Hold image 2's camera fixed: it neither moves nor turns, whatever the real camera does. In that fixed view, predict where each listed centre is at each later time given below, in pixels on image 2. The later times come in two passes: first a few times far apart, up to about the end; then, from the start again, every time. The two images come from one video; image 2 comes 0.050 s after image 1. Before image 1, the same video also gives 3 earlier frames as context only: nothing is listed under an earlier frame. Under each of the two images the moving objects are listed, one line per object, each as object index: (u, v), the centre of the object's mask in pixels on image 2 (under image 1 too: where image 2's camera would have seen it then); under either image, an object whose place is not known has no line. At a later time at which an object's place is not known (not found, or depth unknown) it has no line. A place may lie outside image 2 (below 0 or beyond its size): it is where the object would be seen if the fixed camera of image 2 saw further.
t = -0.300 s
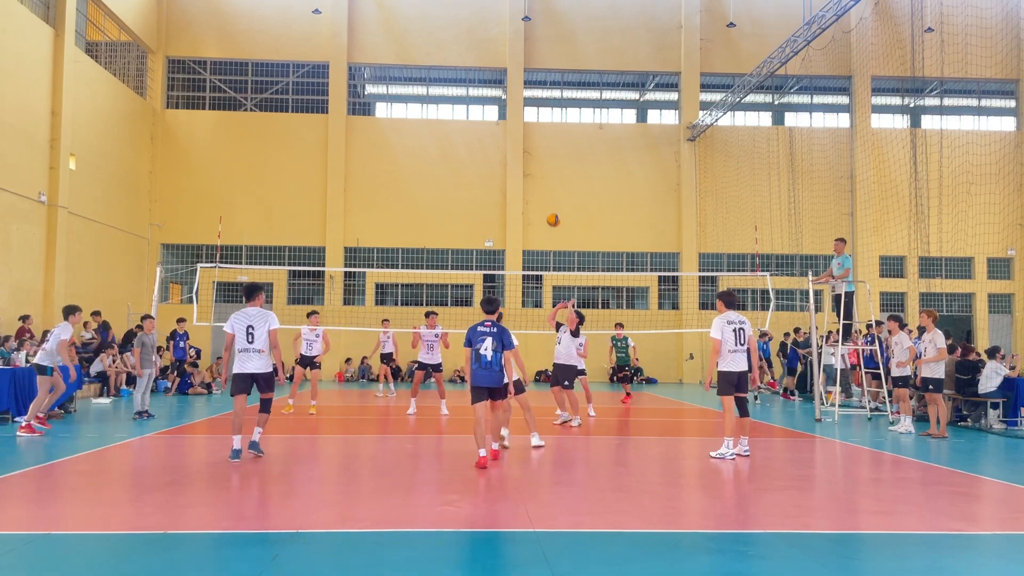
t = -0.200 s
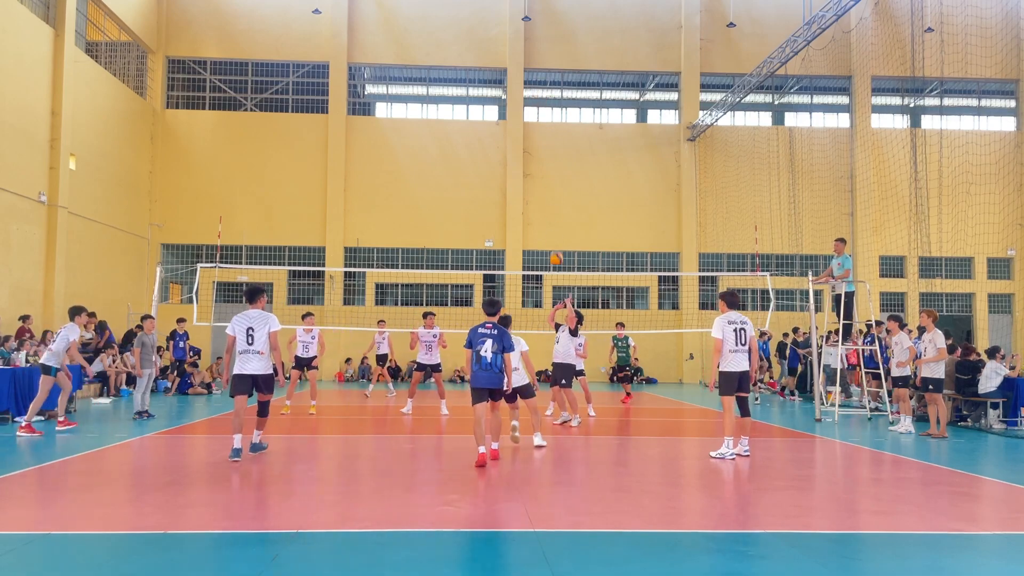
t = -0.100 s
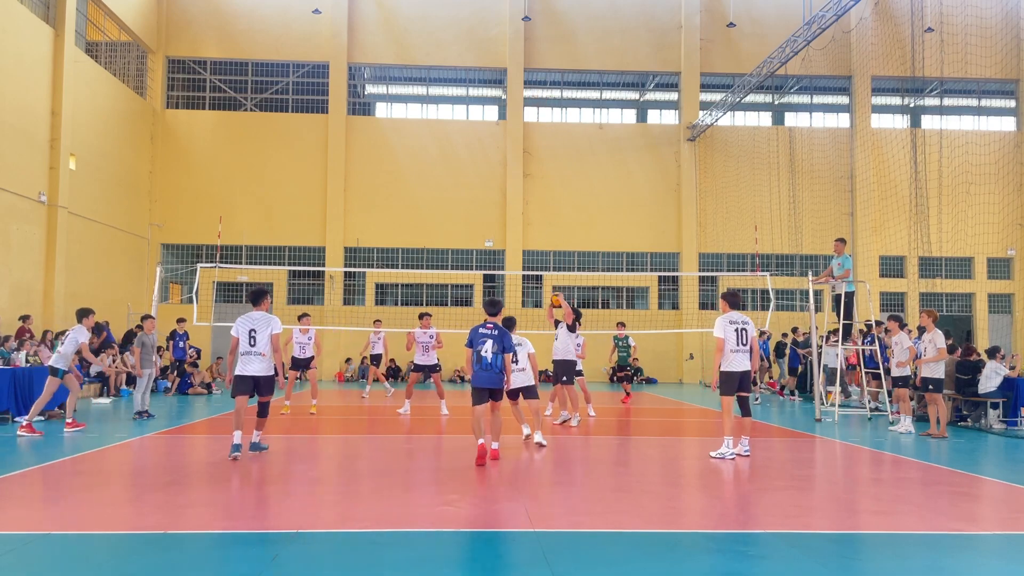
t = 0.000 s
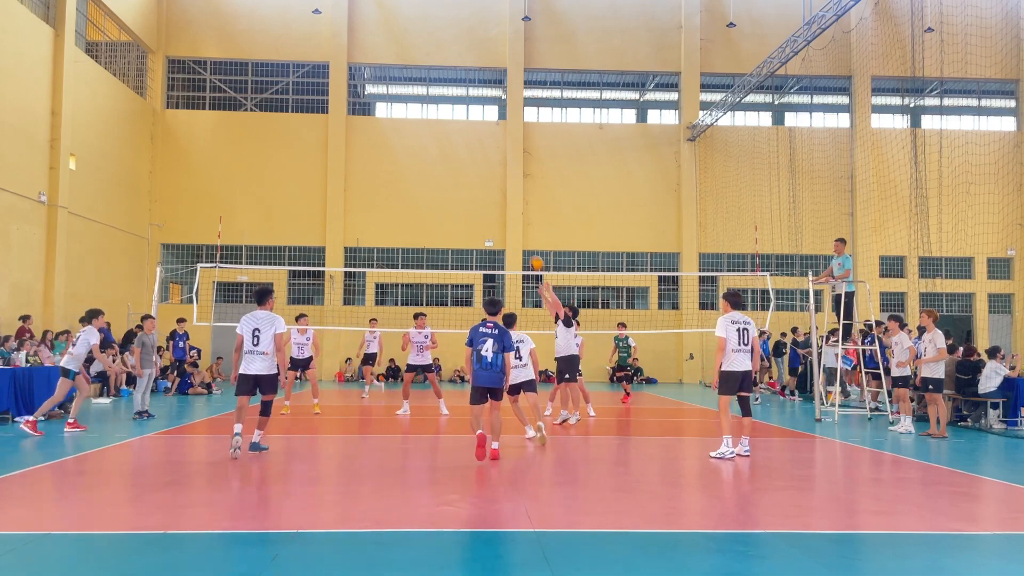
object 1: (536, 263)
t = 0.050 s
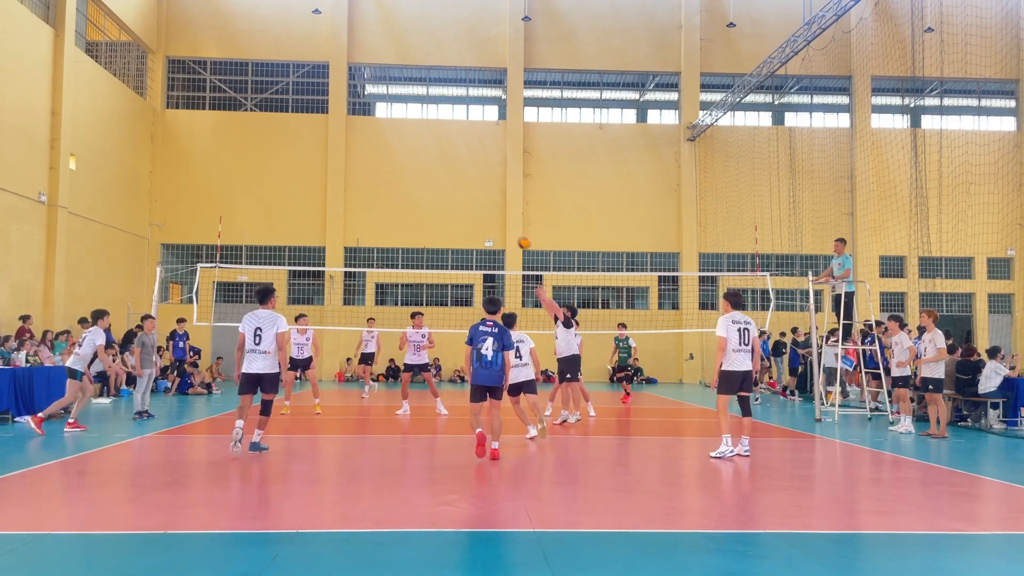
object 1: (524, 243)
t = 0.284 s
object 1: (467, 171)
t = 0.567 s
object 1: (400, 133)
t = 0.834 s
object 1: (339, 144)
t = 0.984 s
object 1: (305, 169)
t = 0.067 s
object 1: (520, 236)
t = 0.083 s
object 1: (516, 230)
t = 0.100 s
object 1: (511, 224)
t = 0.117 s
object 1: (507, 219)
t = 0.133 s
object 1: (503, 213)
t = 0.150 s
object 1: (499, 207)
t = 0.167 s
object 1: (496, 202)
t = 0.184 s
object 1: (491, 197)
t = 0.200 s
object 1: (487, 192)
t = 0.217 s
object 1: (483, 188)
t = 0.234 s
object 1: (479, 183)
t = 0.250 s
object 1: (475, 179)
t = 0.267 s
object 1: (471, 175)
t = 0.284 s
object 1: (467, 171)
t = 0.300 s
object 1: (463, 168)
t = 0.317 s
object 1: (459, 164)
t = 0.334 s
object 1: (455, 161)
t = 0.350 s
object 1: (451, 158)
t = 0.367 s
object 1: (447, 155)
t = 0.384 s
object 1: (443, 152)
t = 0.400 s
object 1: (439, 149)
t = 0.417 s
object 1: (435, 147)
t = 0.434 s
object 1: (432, 145)
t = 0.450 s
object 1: (427, 143)
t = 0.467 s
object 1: (423, 141)
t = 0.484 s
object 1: (420, 139)
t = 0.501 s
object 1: (416, 137)
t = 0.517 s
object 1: (411, 136)
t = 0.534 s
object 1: (408, 135)
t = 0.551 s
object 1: (404, 134)
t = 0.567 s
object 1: (400, 133)
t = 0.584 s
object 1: (396, 133)
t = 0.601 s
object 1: (392, 132)
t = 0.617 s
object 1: (388, 132)
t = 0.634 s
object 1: (385, 132)
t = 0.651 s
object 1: (381, 132)
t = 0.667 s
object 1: (376, 132)
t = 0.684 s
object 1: (373, 133)
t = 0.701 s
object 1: (369, 133)
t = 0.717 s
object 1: (365, 134)
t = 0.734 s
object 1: (361, 135)
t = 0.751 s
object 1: (357, 136)
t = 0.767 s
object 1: (354, 137)
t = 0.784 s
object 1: (350, 139)
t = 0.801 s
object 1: (346, 140)
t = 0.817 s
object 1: (343, 142)
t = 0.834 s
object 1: (339, 144)
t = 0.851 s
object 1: (335, 146)
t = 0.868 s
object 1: (331, 148)
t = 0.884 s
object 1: (328, 151)
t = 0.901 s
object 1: (324, 153)
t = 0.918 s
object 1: (320, 156)
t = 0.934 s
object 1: (316, 159)
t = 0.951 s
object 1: (313, 162)
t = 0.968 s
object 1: (308, 166)
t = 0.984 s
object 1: (305, 169)
